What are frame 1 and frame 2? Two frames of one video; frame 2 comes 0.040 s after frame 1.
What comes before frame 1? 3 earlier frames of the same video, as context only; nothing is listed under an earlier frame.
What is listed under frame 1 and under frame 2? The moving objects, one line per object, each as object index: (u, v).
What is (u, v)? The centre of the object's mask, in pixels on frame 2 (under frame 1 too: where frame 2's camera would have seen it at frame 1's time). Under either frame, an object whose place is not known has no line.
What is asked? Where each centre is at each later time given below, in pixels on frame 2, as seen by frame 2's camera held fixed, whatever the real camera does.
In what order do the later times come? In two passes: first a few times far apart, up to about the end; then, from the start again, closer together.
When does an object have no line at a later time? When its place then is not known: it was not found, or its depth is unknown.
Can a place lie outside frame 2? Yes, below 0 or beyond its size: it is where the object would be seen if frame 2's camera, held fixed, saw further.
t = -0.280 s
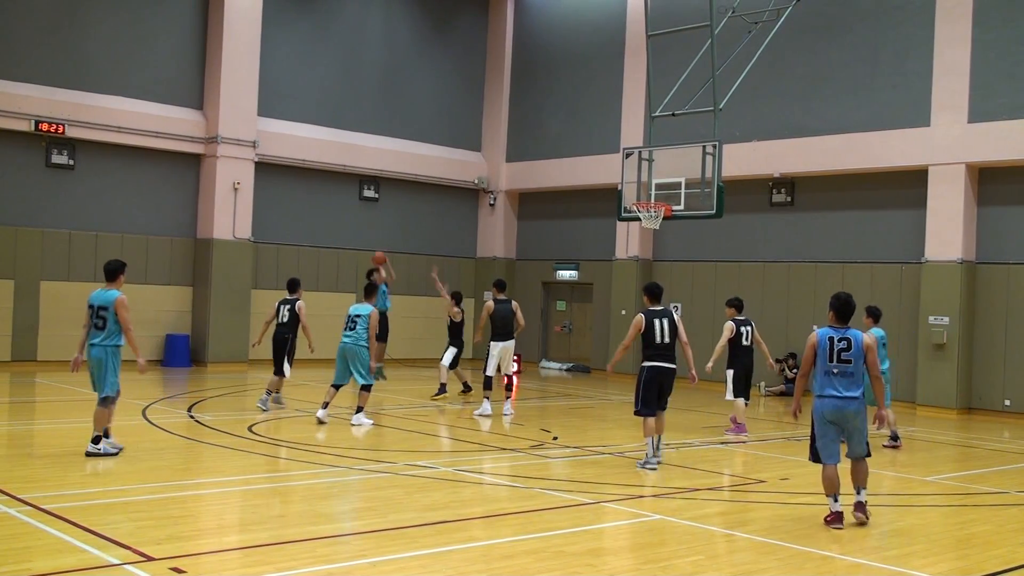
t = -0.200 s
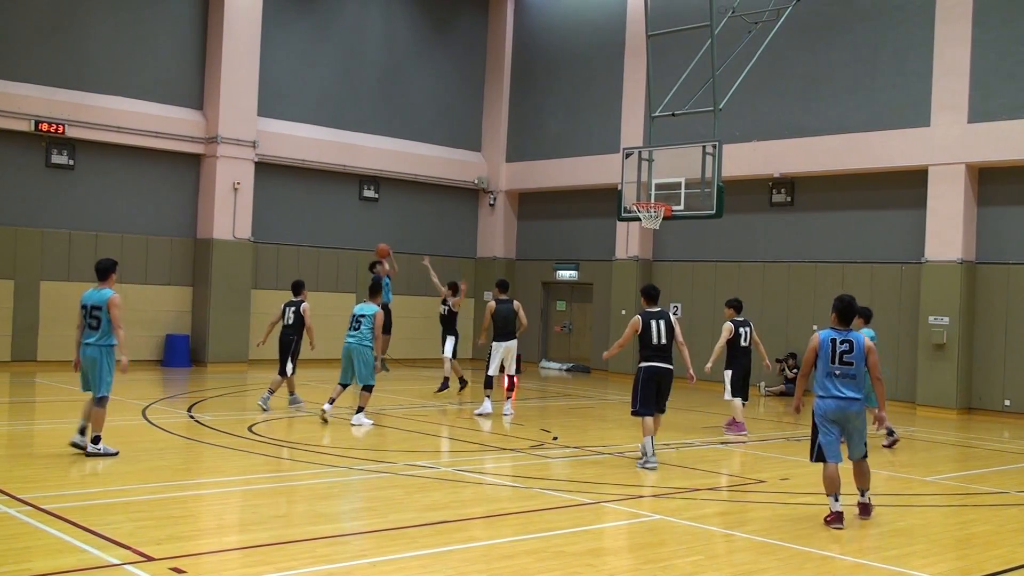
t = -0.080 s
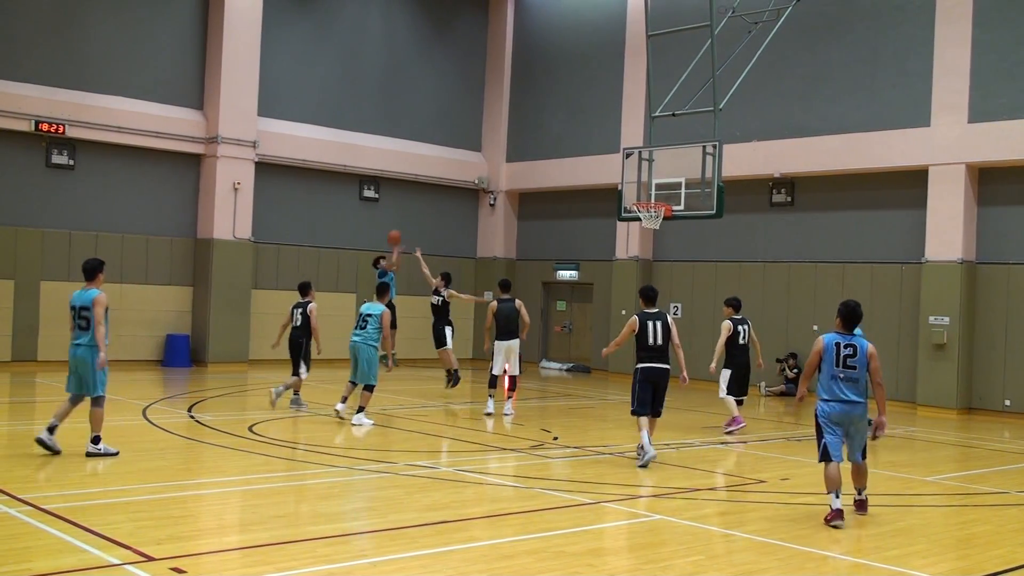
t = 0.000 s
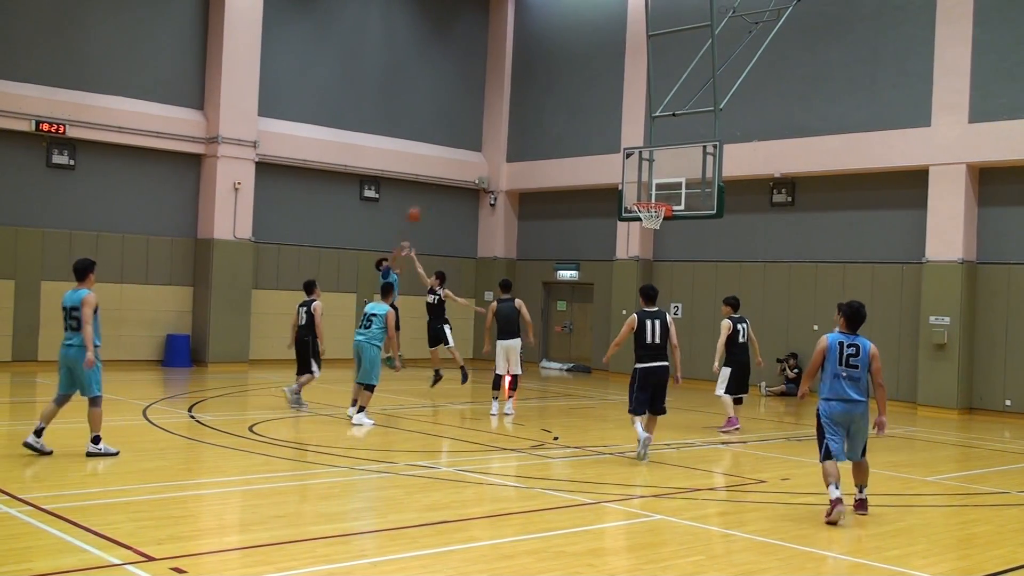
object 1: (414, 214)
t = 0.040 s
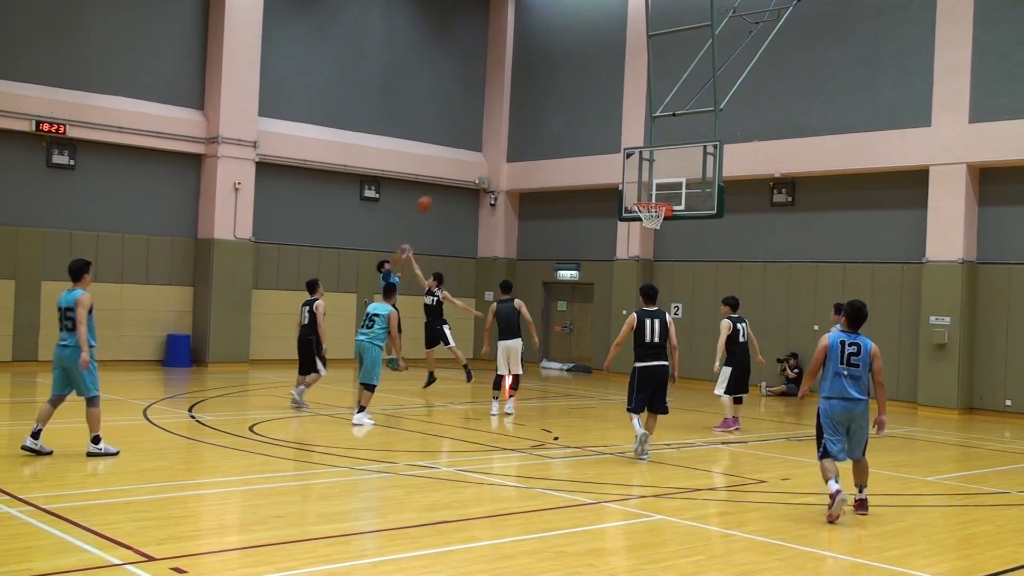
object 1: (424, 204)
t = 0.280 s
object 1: (489, 159)
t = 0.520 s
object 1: (556, 144)
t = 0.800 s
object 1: (639, 177)
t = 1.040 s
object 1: (681, 171)
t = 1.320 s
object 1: (691, 168)
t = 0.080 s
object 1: (435, 193)
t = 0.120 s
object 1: (446, 186)
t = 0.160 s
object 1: (456, 177)
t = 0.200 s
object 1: (467, 170)
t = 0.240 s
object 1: (478, 164)
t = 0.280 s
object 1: (489, 159)
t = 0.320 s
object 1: (500, 154)
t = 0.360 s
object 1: (511, 149)
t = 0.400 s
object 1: (522, 146)
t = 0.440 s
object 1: (533, 145)
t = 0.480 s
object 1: (545, 144)
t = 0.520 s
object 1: (556, 144)
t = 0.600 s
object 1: (579, 148)
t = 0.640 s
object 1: (591, 151)
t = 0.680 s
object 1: (603, 156)
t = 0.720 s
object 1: (614, 162)
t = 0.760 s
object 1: (625, 169)
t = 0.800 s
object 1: (639, 177)
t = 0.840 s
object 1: (650, 186)
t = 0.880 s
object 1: (662, 194)
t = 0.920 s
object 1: (669, 190)
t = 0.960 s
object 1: (675, 183)
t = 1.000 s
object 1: (679, 177)
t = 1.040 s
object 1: (681, 171)
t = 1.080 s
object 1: (682, 168)
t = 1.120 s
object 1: (684, 166)
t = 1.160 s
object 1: (685, 164)
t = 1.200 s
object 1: (687, 163)
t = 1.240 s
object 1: (688, 164)
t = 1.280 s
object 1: (690, 165)
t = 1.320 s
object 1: (691, 168)
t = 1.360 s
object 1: (692, 172)
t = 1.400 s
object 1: (693, 177)
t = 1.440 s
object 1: (694, 183)
